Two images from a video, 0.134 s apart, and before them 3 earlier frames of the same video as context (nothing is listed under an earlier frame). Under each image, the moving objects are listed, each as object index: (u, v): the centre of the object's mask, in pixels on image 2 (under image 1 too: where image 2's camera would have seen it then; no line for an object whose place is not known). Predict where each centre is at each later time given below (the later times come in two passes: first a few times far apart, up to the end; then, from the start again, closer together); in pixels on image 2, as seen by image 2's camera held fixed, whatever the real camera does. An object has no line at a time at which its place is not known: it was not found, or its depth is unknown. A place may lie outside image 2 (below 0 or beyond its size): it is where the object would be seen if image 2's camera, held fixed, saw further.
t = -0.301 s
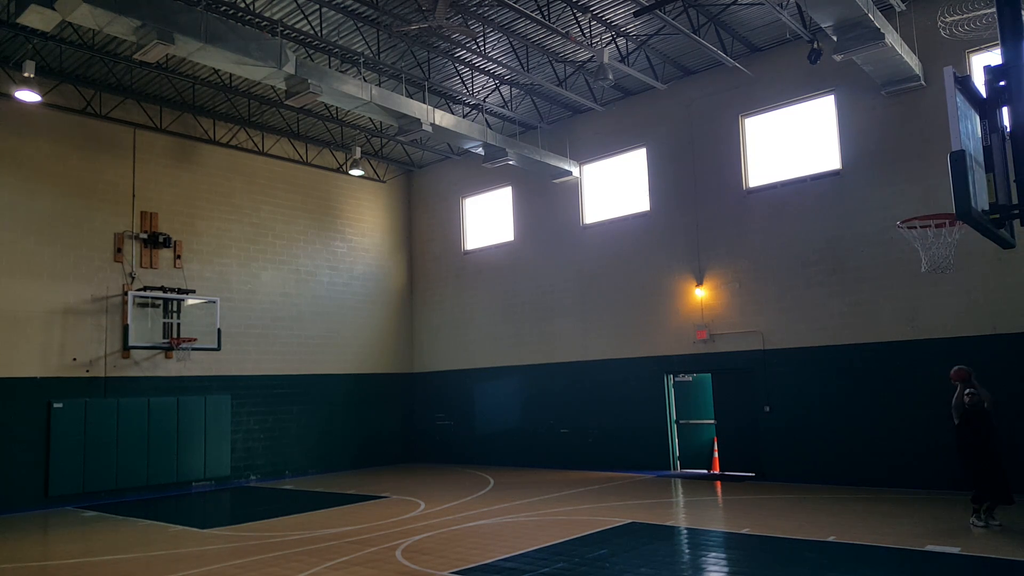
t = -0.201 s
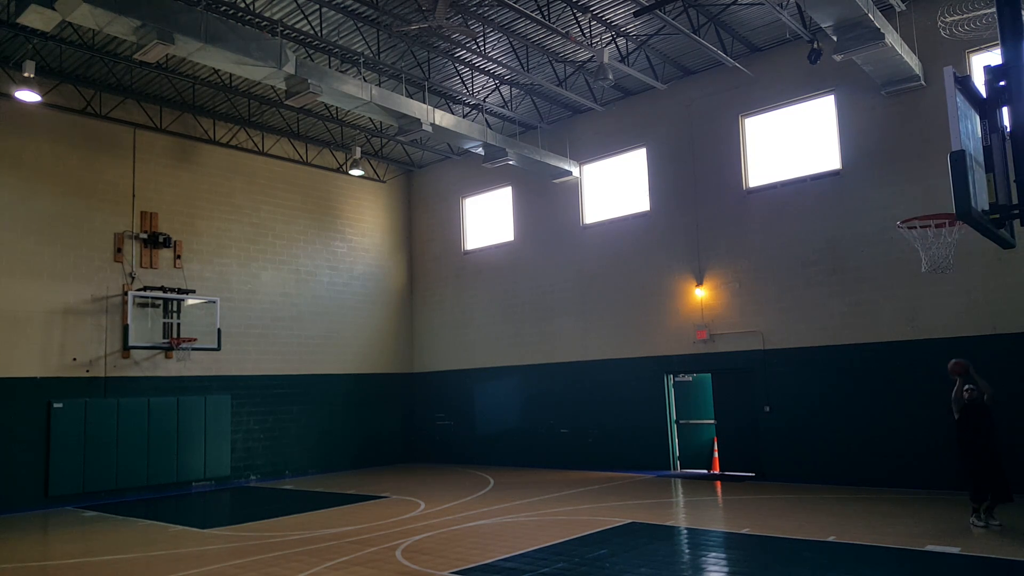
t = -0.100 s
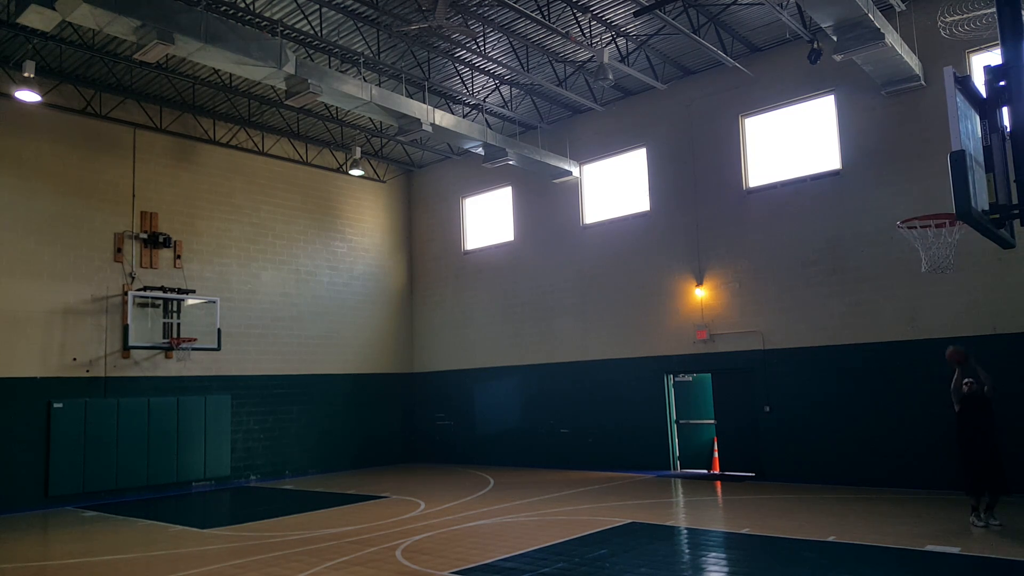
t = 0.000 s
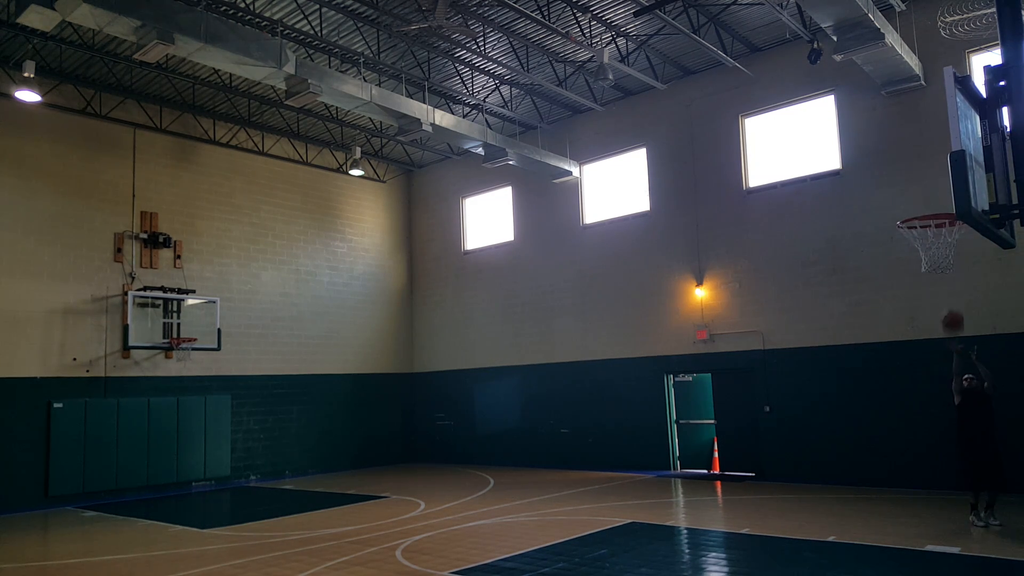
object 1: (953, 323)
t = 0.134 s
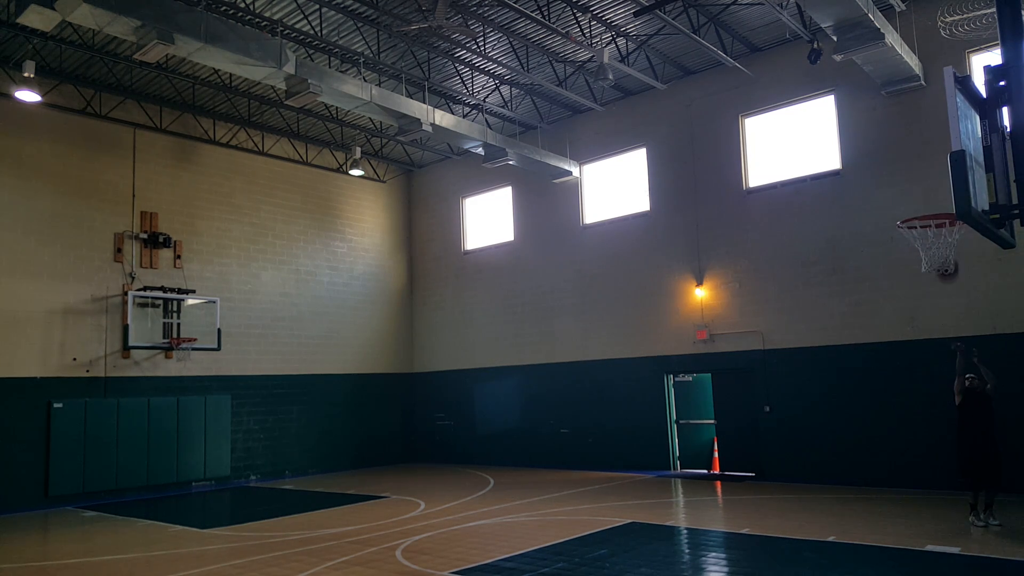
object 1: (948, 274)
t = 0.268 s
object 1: (939, 227)
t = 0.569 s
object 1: (936, 172)
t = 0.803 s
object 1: (937, 188)
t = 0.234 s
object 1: (942, 233)
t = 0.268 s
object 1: (939, 227)
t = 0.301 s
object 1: (940, 212)
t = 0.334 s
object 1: (940, 205)
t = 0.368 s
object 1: (939, 200)
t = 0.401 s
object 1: (938, 193)
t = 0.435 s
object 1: (937, 187)
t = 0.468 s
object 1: (937, 182)
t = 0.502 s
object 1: (936, 178)
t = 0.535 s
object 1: (936, 174)
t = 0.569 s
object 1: (936, 172)
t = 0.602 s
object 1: (936, 171)
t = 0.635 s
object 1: (936, 171)
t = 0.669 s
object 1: (936, 172)
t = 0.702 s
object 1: (936, 174)
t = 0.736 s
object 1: (936, 177)
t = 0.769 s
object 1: (937, 182)
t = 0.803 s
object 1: (937, 188)
